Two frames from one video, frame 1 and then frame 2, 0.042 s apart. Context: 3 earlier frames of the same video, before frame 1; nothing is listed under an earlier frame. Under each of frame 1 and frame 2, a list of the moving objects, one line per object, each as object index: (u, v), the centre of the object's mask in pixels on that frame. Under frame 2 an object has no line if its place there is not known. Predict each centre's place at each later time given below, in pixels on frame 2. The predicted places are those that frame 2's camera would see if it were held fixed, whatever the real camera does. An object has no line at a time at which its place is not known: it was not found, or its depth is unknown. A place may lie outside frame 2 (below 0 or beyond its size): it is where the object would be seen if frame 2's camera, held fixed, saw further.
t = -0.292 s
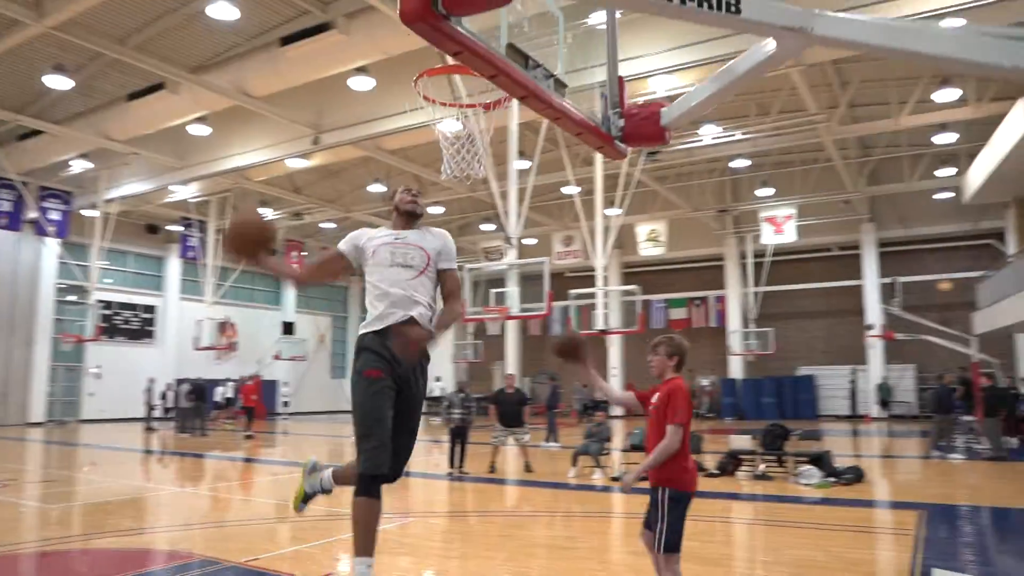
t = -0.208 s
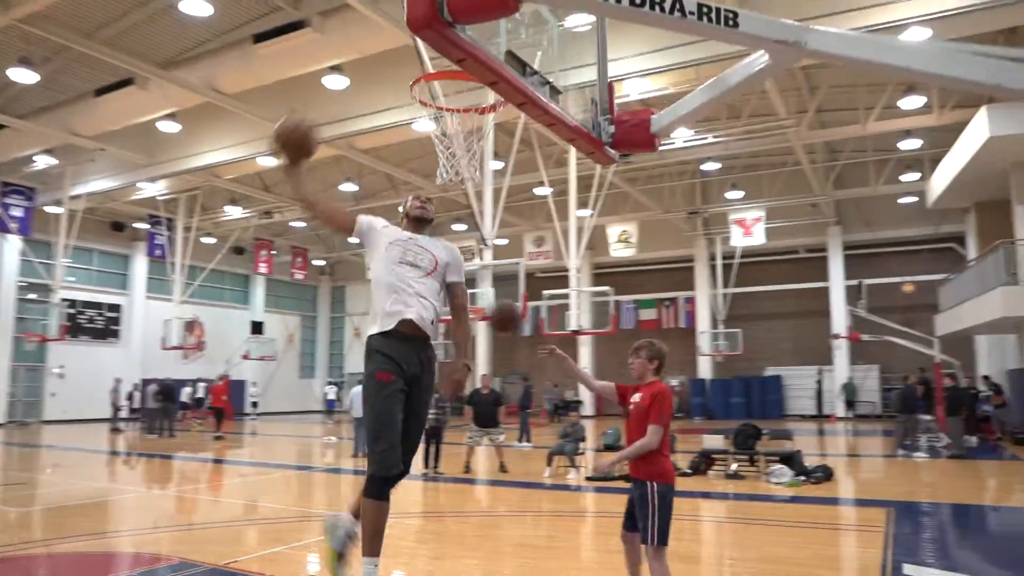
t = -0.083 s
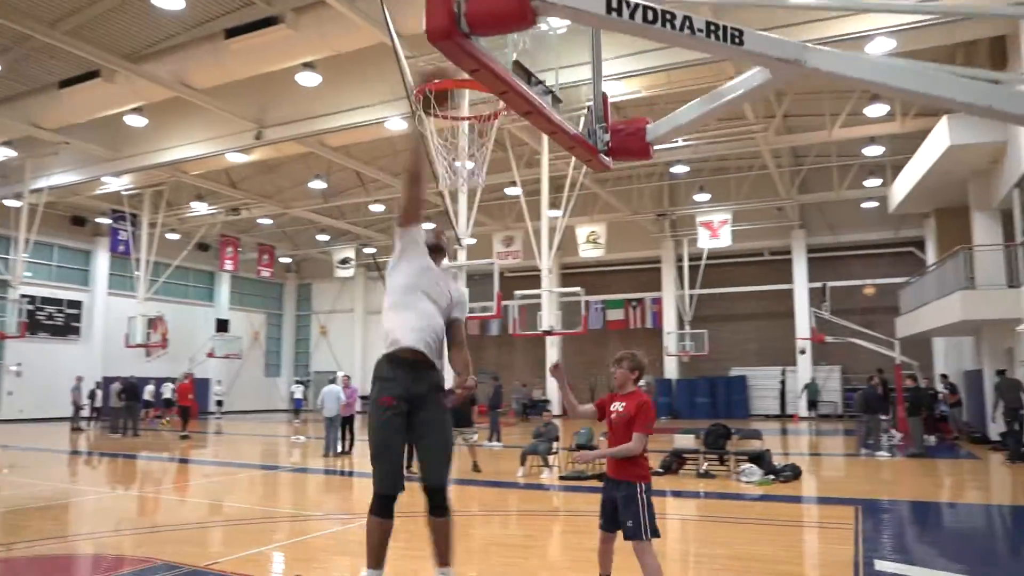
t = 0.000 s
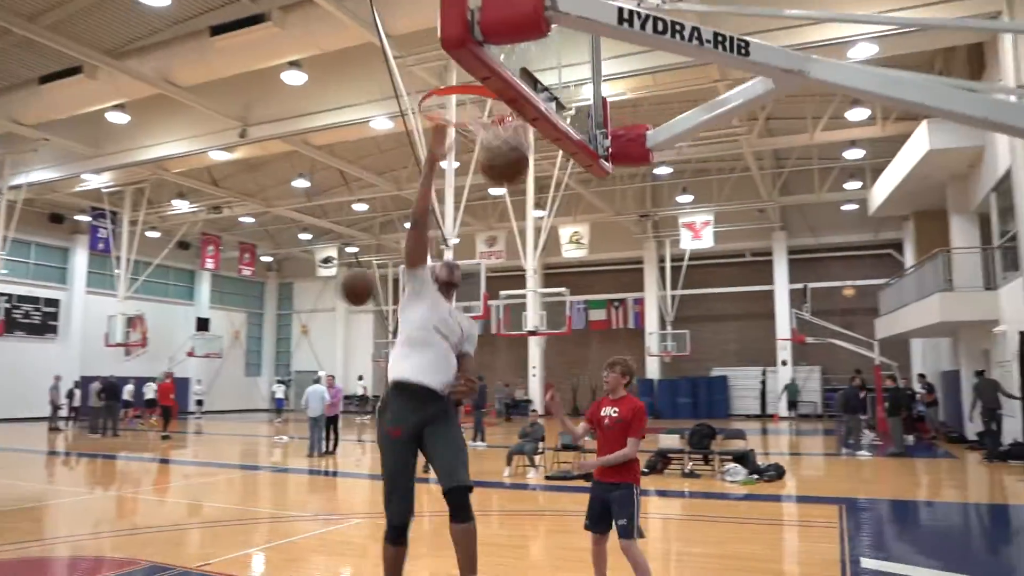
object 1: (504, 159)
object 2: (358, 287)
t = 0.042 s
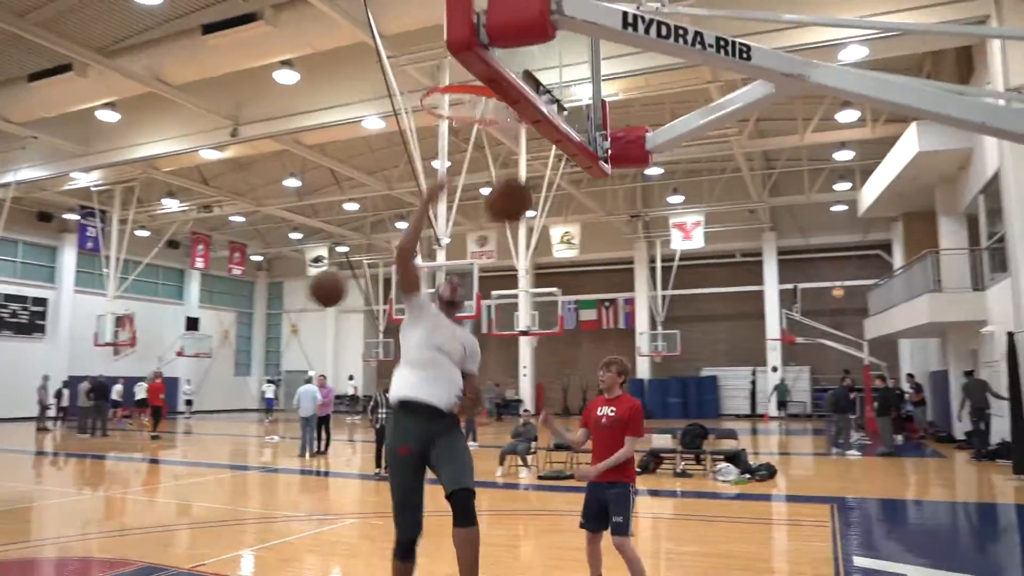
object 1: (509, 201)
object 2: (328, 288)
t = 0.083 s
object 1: (515, 241)
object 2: (299, 292)
